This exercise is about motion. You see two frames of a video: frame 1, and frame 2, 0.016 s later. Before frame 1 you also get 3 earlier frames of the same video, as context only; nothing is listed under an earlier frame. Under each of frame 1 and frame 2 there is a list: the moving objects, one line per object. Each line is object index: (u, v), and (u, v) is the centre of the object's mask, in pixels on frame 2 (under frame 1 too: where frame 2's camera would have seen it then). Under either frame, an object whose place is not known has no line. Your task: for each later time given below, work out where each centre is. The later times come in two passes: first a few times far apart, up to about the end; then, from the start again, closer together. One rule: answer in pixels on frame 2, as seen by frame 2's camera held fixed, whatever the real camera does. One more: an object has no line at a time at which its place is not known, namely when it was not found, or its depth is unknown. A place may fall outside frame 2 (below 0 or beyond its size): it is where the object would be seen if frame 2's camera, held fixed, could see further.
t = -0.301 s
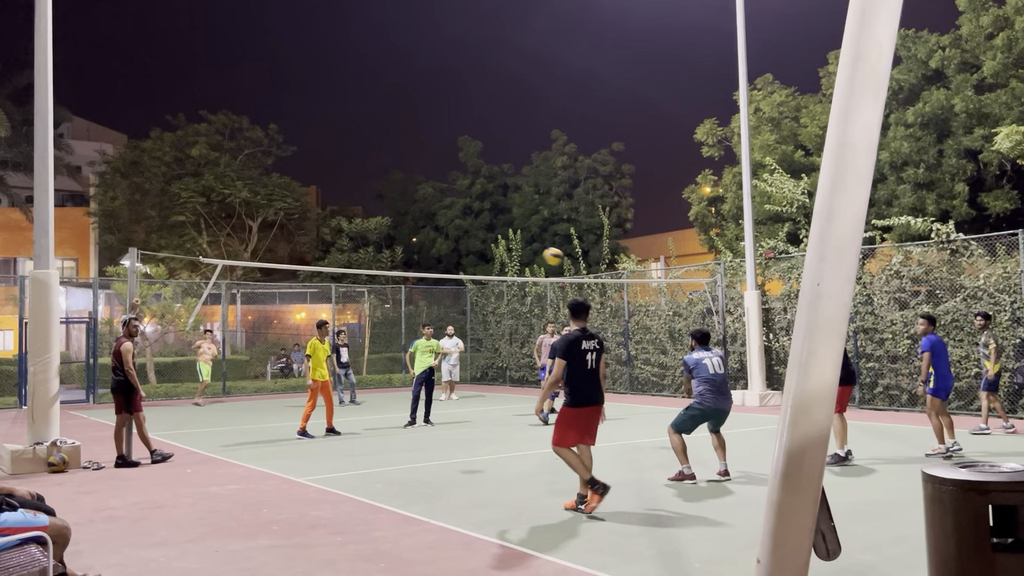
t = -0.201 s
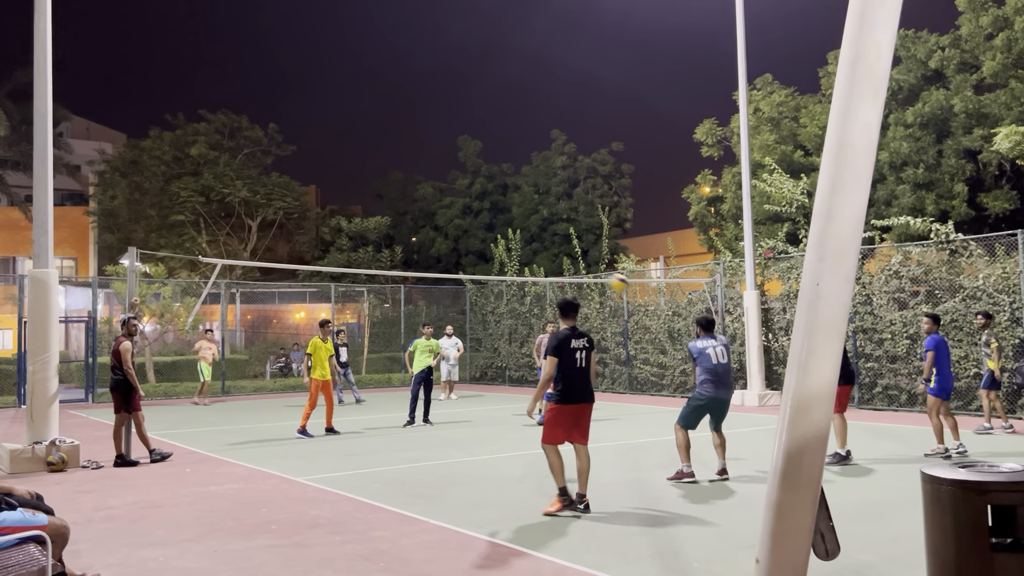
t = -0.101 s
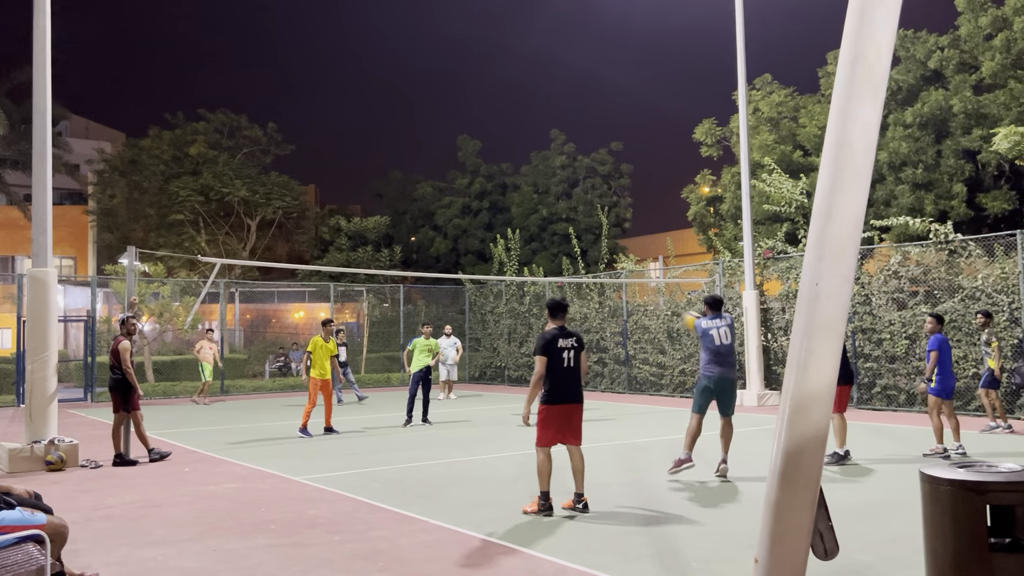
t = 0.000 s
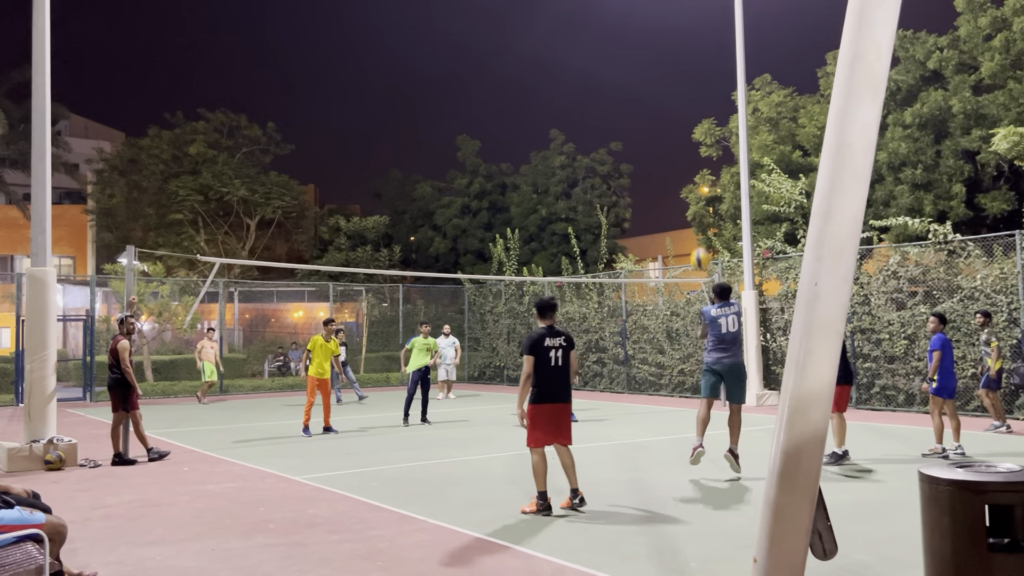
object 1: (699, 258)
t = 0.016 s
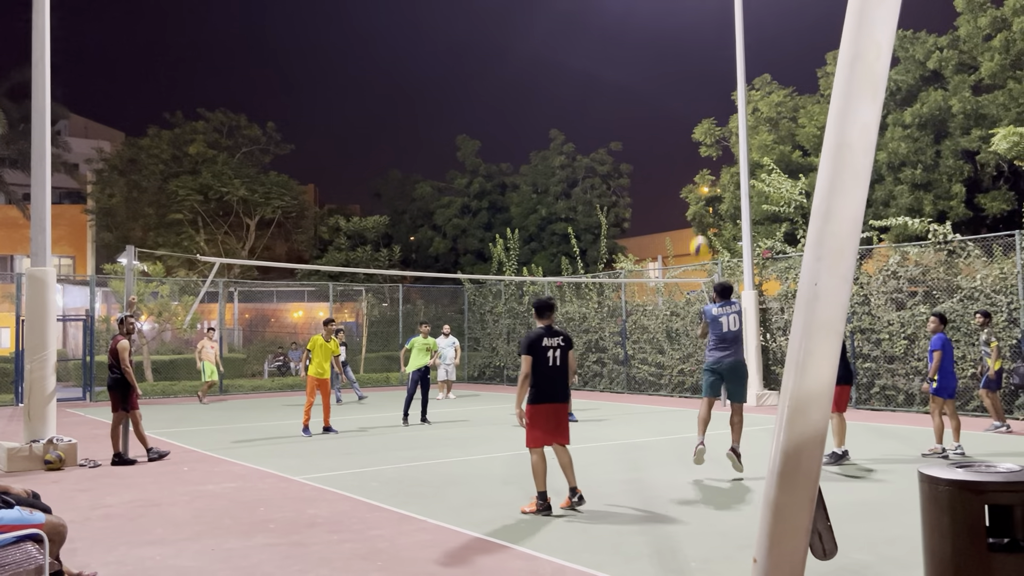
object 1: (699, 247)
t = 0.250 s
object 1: (698, 117)
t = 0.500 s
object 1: (700, 41)
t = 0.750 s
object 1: (704, 20)
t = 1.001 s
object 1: (710, 47)
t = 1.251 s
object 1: (717, 117)
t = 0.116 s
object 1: (698, 183)
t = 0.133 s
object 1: (698, 174)
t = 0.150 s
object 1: (697, 165)
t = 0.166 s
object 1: (699, 157)
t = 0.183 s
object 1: (698, 148)
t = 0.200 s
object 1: (698, 139)
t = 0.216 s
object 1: (697, 132)
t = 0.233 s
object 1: (698, 125)
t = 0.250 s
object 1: (698, 117)
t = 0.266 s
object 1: (698, 111)
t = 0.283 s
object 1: (698, 103)
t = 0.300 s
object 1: (698, 97)
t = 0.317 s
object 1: (698, 90)
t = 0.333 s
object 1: (698, 85)
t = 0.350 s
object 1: (698, 79)
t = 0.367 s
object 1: (698, 74)
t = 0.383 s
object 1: (699, 69)
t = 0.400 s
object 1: (699, 64)
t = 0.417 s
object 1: (699, 60)
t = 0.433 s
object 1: (699, 55)
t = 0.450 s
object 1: (699, 51)
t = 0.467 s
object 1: (700, 48)
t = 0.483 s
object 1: (700, 44)
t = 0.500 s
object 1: (700, 41)
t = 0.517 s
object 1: (700, 38)
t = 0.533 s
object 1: (700, 35)
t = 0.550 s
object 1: (701, 33)
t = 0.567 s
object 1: (701, 30)
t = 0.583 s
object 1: (701, 28)
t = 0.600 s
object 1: (702, 26)
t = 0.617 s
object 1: (702, 25)
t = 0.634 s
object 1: (702, 23)
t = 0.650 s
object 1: (702, 23)
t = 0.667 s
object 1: (703, 22)
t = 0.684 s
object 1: (703, 21)
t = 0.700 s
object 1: (703, 20)
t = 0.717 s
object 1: (704, 20)
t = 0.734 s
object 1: (704, 20)
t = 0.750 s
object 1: (704, 20)
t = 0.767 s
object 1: (705, 20)
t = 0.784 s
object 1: (705, 21)
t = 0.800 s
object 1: (706, 22)
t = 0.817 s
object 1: (706, 23)
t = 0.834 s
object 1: (706, 24)
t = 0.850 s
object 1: (707, 26)
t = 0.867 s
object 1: (707, 27)
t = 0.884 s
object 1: (708, 29)
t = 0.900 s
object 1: (708, 31)
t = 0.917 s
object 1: (708, 33)
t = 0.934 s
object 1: (709, 35)
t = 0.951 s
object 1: (709, 38)
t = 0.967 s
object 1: (709, 41)
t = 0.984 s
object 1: (710, 44)
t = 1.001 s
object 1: (710, 47)
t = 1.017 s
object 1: (711, 50)
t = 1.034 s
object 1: (711, 54)
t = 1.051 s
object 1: (712, 58)
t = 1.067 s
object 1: (712, 61)
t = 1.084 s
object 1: (713, 66)
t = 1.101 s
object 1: (713, 70)
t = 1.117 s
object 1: (713, 74)
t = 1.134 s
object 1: (714, 79)
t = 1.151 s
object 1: (714, 84)
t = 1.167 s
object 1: (715, 89)
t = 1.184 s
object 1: (715, 94)
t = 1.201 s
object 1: (715, 99)
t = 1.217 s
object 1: (716, 105)
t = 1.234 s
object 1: (716, 110)
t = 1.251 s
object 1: (717, 117)
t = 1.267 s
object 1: (717, 121)
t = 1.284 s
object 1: (717, 128)
